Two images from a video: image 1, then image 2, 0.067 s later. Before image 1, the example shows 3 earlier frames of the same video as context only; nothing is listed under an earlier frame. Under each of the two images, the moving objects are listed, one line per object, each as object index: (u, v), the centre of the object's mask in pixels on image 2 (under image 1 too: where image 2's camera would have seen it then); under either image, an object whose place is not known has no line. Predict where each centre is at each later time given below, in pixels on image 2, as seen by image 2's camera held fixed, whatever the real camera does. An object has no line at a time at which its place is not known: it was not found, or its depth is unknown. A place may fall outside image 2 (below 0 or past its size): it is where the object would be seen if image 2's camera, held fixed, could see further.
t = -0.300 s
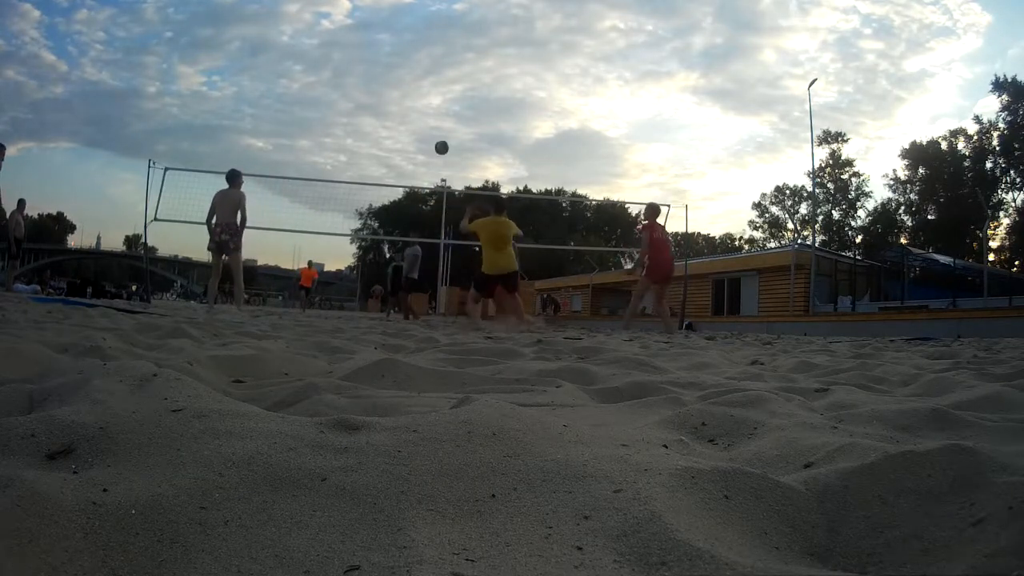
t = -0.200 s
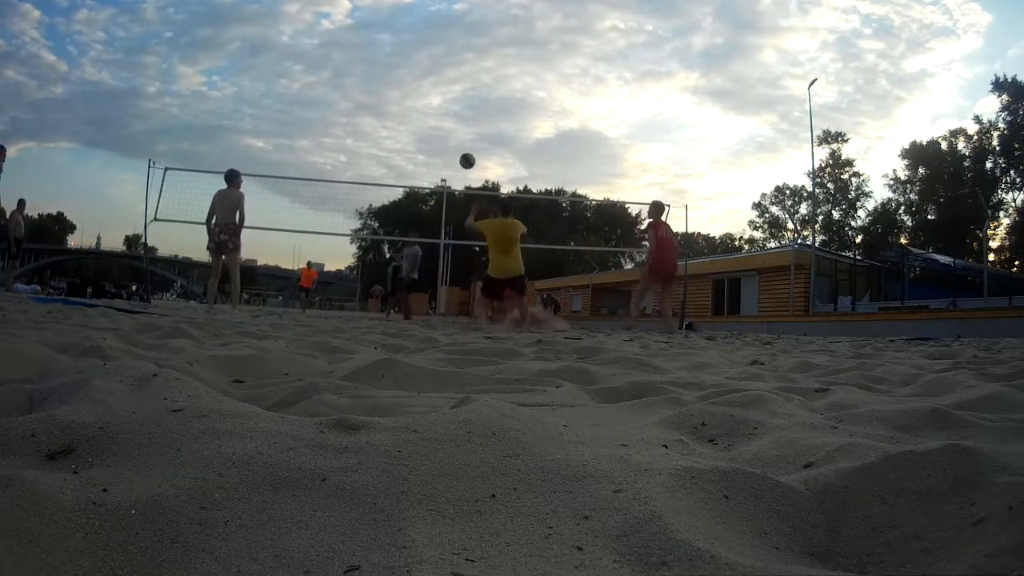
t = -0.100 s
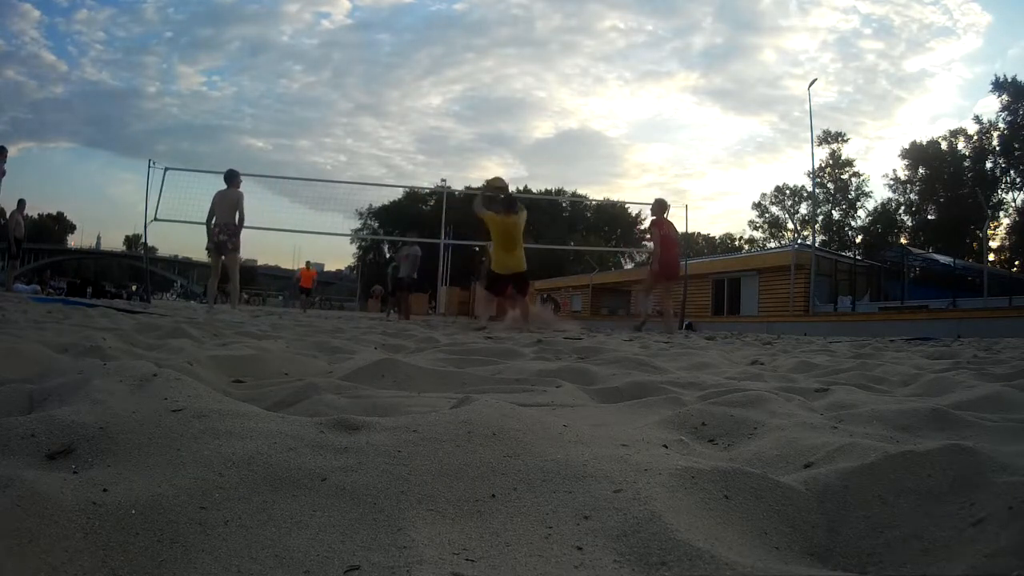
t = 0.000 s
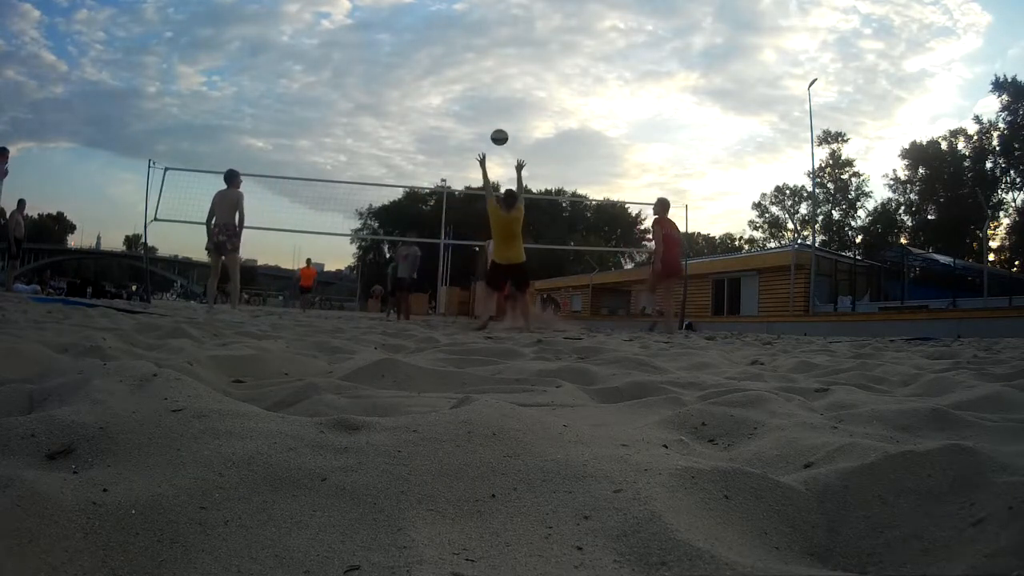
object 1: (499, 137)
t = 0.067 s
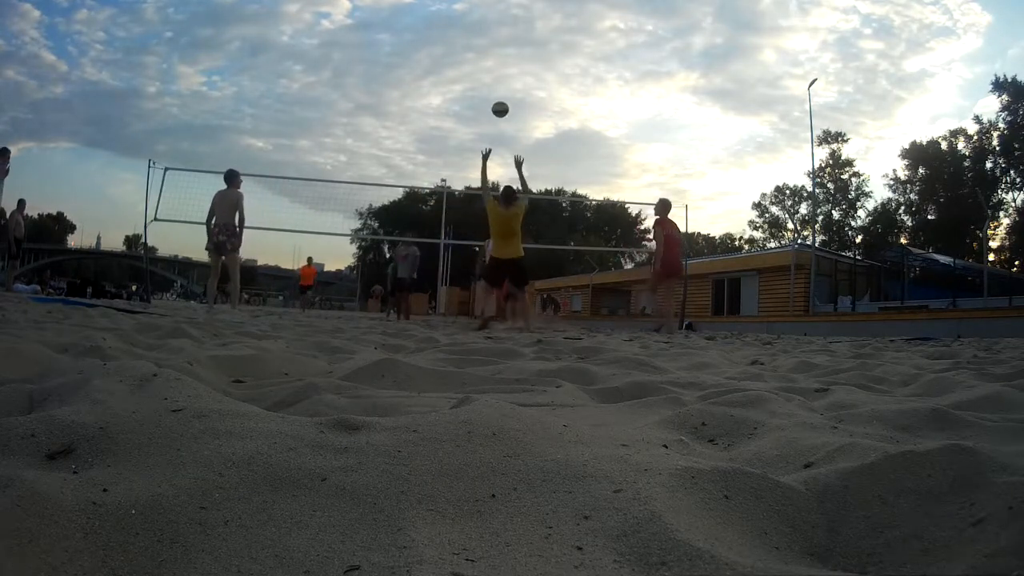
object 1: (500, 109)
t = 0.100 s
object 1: (500, 97)
